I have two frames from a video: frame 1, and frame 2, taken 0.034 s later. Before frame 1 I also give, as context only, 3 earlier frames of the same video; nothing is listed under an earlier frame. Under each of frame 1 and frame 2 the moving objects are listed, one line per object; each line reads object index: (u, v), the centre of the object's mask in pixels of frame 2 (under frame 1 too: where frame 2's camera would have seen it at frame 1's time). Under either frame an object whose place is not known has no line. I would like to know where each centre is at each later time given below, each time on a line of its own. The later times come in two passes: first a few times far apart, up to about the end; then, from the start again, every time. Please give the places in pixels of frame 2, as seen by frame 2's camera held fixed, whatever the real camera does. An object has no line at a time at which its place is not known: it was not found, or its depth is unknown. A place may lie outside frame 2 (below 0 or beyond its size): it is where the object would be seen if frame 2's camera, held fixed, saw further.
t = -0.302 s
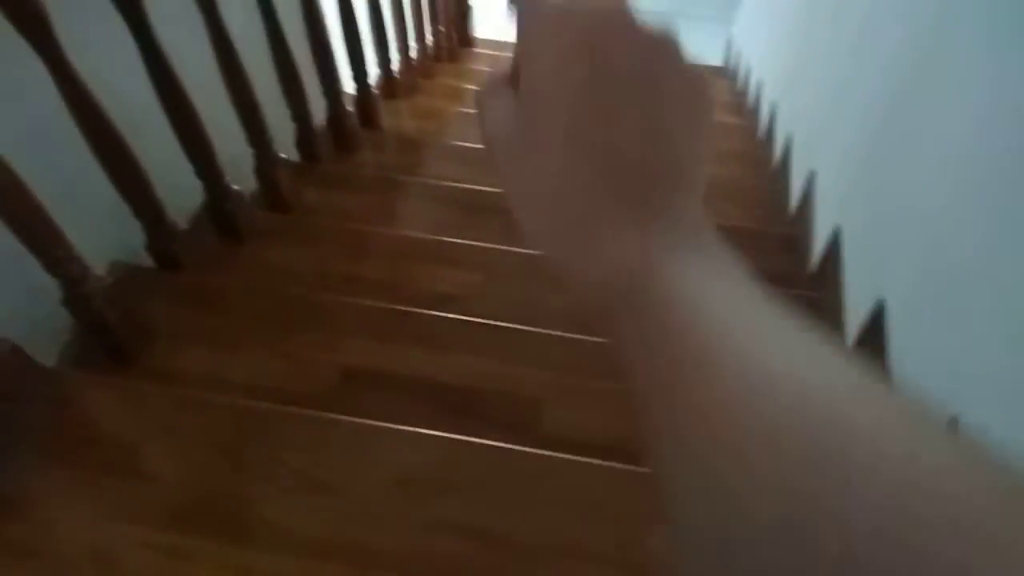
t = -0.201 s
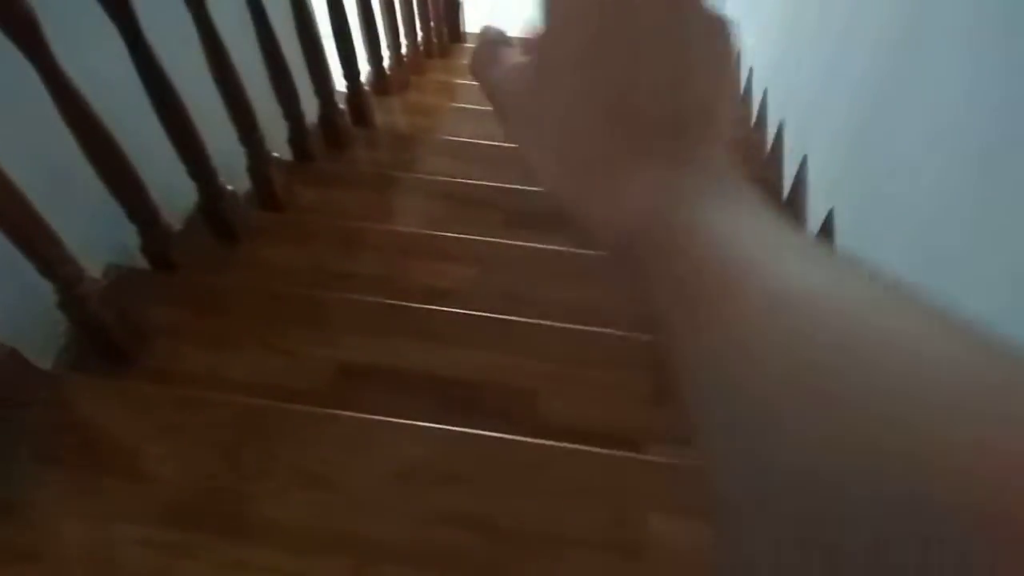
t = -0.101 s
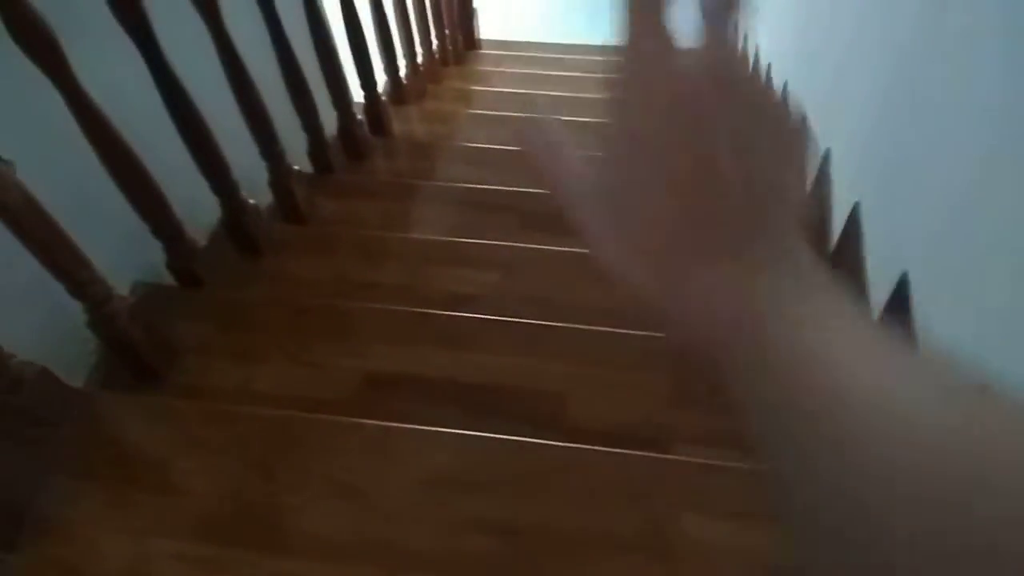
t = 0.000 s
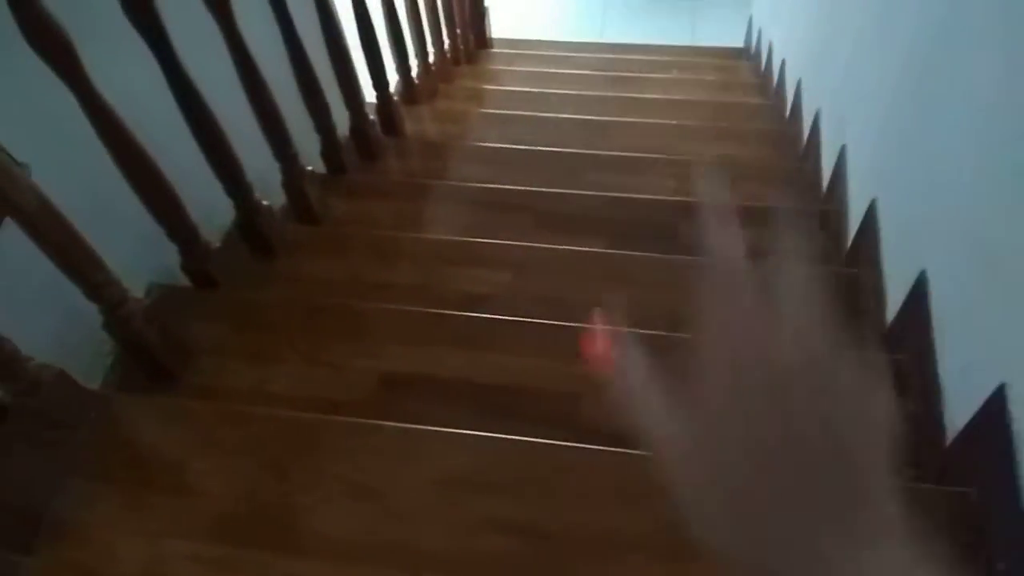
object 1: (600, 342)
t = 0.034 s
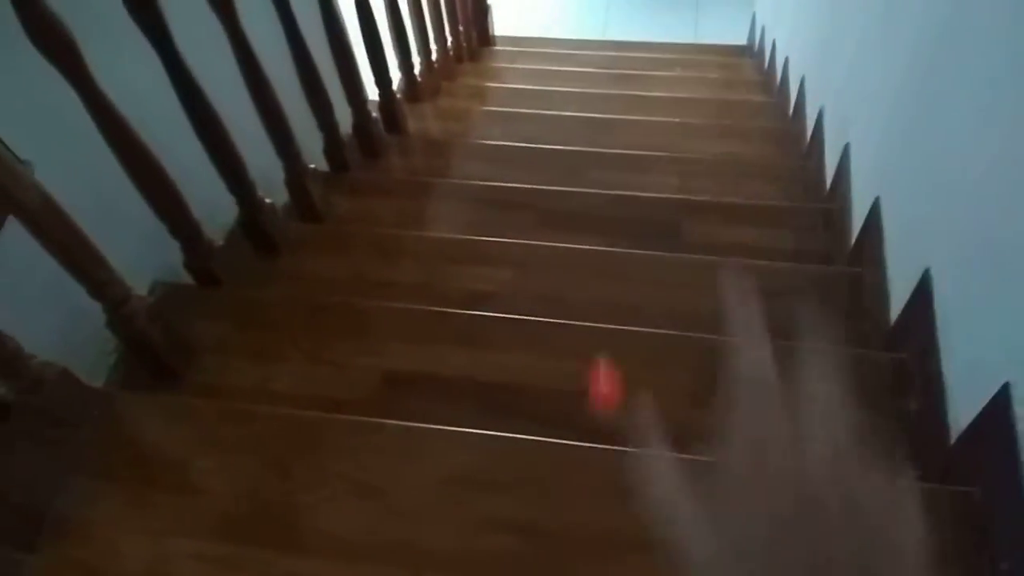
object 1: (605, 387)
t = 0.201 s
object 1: (614, 408)
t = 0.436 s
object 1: (654, 142)
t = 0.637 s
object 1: (654, 267)
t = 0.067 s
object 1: (604, 423)
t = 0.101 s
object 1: (606, 461)
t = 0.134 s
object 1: (606, 476)
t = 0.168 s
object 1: (610, 445)
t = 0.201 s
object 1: (614, 408)
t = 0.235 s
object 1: (619, 366)
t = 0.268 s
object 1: (626, 323)
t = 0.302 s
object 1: (632, 280)
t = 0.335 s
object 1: (639, 235)
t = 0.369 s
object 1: (644, 195)
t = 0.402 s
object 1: (650, 161)
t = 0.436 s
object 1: (654, 142)
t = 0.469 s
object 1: (658, 137)
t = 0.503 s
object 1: (660, 141)
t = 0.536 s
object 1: (661, 160)
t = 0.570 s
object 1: (658, 190)
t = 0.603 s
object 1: (656, 226)
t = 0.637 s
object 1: (654, 267)
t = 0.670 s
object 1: (650, 308)
